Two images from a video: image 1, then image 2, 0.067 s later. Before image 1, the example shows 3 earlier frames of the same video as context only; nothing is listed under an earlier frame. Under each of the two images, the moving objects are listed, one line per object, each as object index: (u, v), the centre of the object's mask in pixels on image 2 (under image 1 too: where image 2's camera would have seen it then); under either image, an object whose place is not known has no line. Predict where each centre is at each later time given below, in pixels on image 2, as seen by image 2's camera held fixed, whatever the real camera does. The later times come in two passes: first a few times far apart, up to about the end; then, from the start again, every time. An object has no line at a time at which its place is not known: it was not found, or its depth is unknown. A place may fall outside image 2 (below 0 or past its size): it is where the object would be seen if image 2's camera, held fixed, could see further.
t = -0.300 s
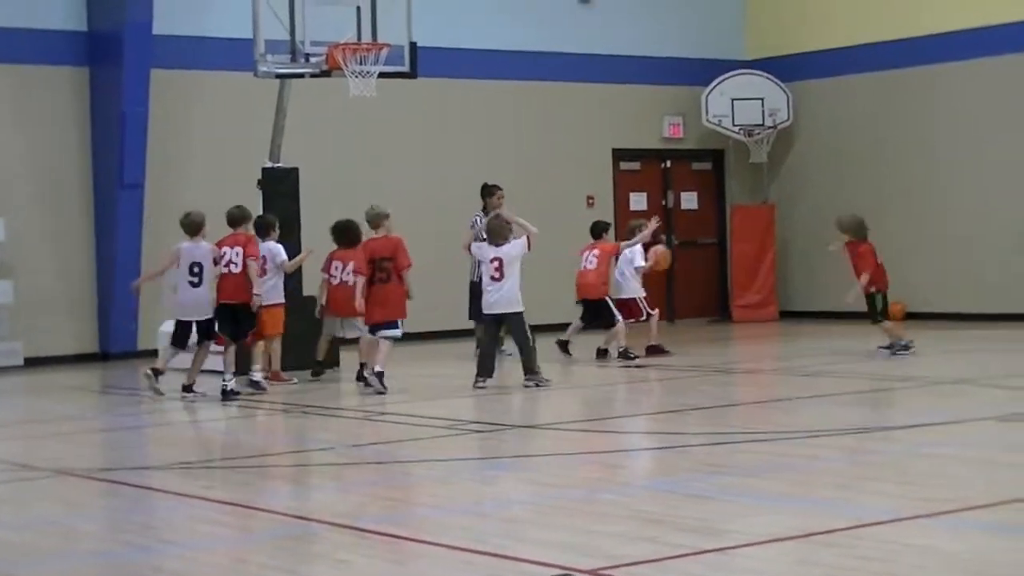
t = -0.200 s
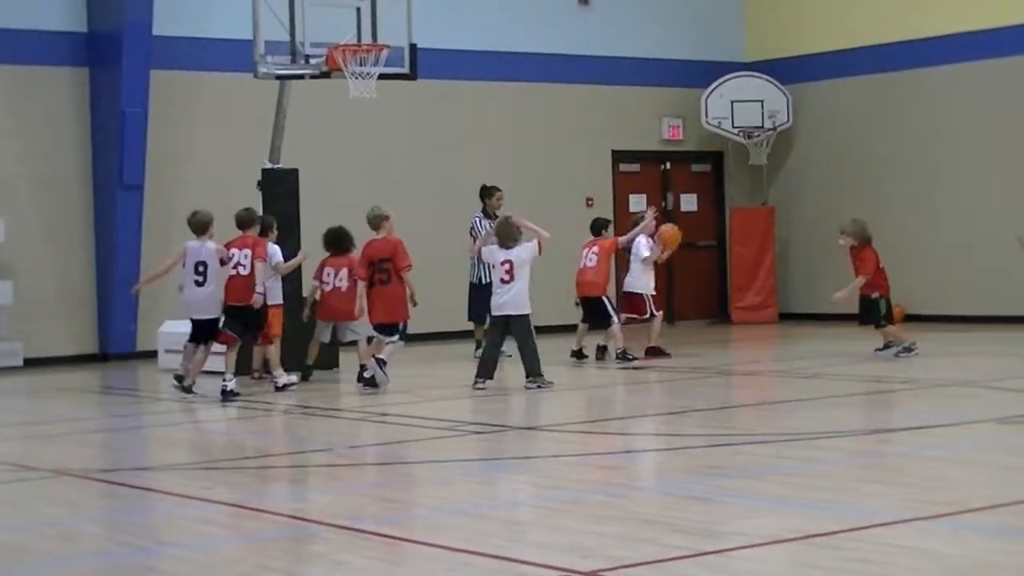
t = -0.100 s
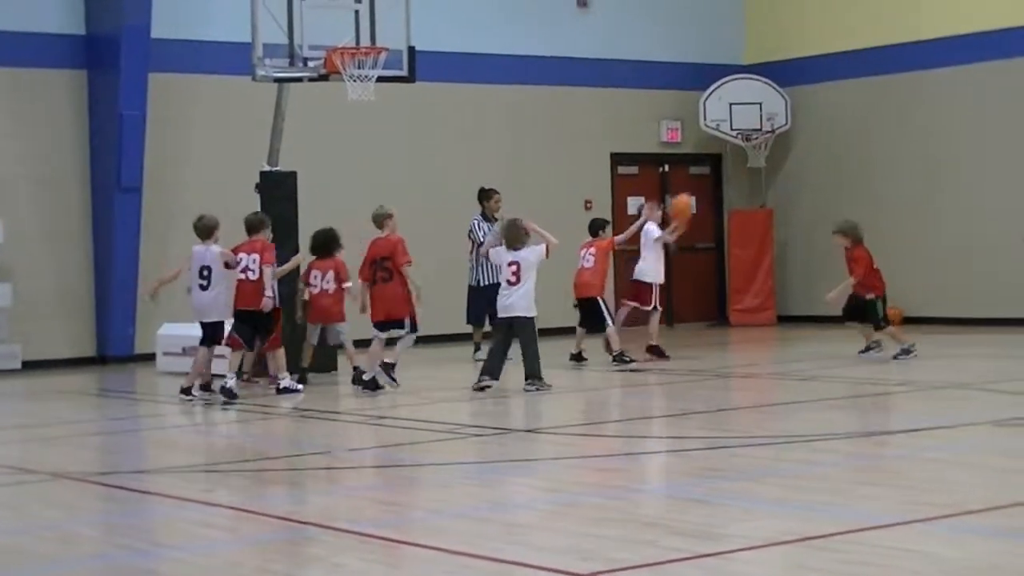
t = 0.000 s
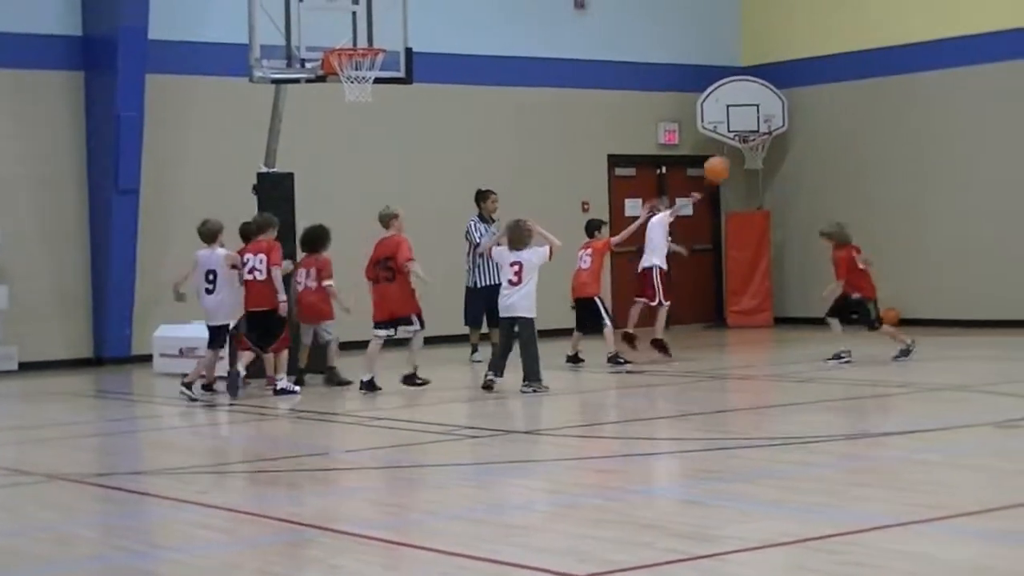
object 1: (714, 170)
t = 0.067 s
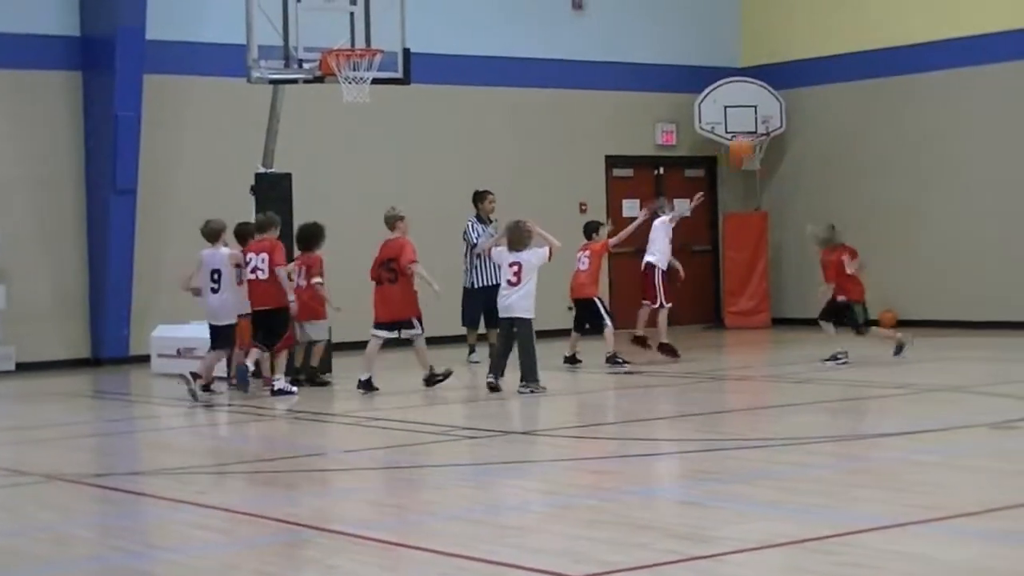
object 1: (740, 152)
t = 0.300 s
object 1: (845, 112)
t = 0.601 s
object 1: (995, 158)
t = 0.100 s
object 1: (756, 140)
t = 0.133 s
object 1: (770, 133)
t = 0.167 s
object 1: (784, 126)
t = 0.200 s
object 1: (799, 120)
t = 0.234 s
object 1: (813, 116)
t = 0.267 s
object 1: (829, 113)
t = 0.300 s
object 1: (845, 112)
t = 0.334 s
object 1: (860, 111)
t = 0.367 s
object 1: (877, 113)
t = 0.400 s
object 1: (893, 115)
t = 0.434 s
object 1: (908, 119)
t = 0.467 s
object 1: (926, 123)
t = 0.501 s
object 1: (944, 130)
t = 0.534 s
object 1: (960, 139)
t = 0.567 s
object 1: (978, 147)
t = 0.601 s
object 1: (995, 158)
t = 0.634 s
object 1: (1014, 170)
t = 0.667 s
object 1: (1031, 184)
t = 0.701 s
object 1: (1047, 200)
